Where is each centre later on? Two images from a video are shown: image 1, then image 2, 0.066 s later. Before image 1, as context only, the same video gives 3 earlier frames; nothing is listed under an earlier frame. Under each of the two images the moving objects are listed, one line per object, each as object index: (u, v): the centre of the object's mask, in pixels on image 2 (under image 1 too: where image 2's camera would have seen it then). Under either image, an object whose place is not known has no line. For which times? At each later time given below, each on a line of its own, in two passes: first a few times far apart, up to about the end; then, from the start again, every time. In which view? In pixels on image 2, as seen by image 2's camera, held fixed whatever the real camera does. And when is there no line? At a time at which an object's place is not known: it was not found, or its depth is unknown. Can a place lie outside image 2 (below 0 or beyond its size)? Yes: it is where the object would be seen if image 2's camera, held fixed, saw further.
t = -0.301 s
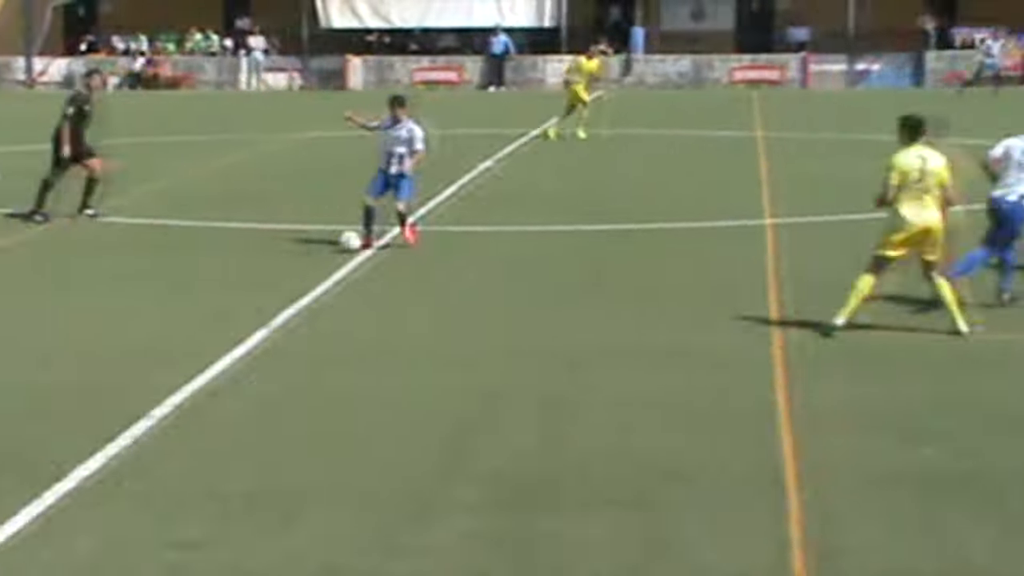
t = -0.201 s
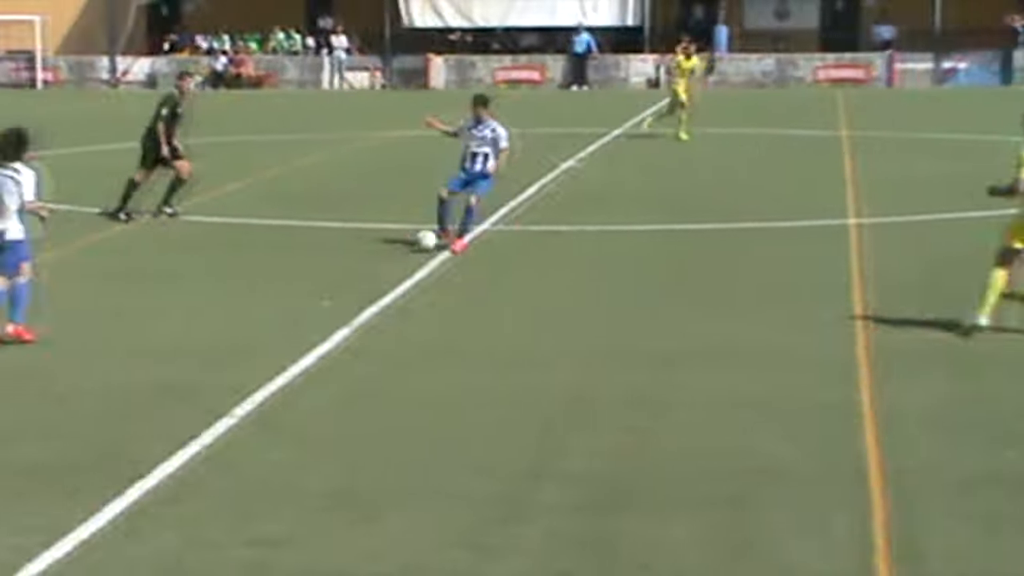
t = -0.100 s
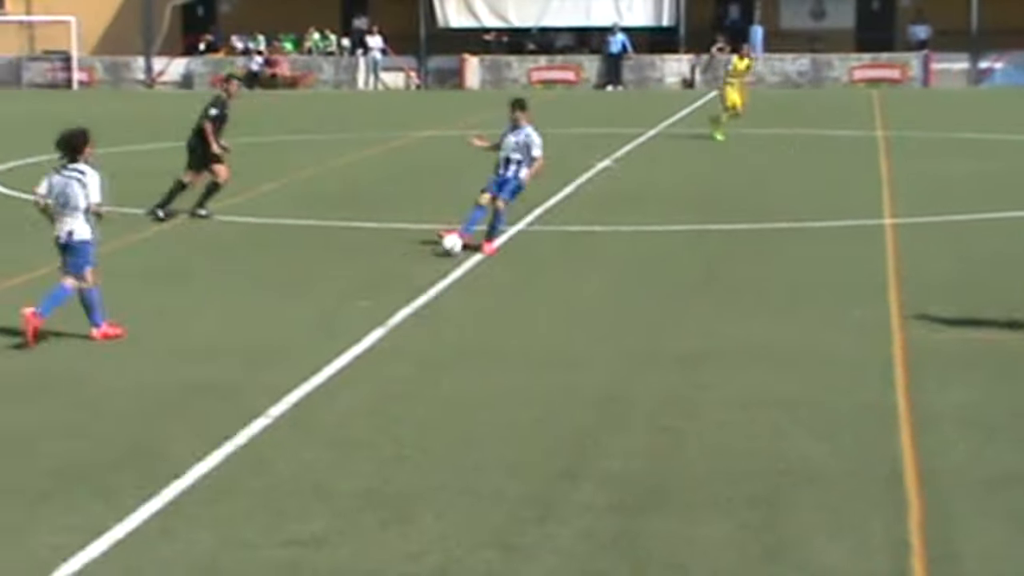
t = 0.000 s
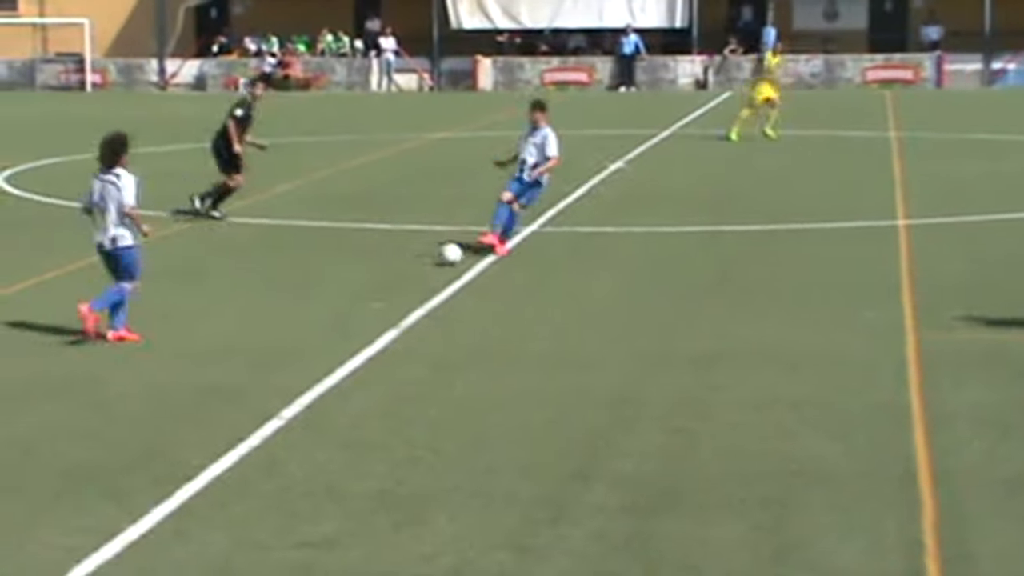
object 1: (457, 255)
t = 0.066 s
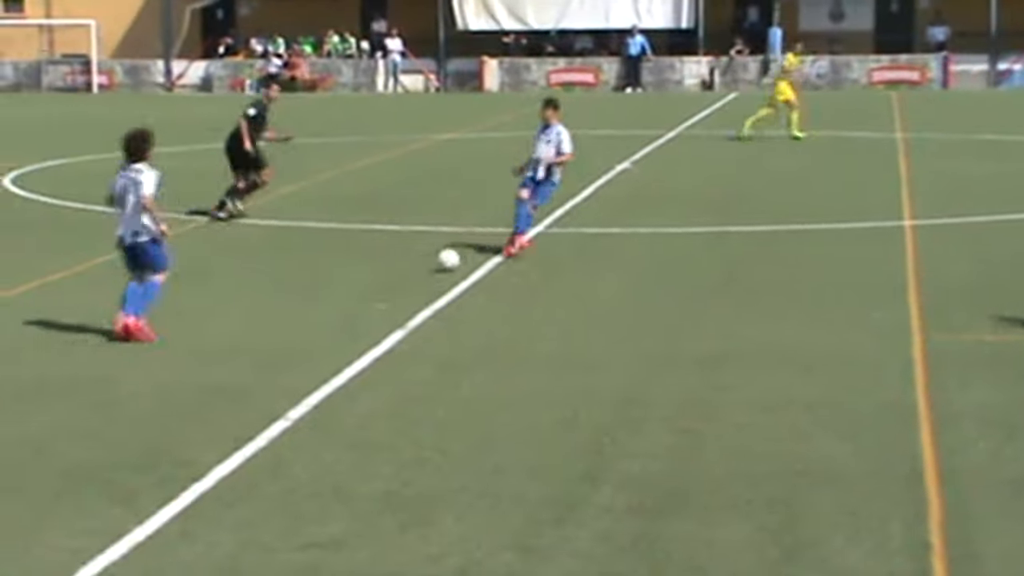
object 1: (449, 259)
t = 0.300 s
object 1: (421, 275)
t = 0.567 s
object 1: (392, 291)
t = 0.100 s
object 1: (446, 261)
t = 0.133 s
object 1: (440, 264)
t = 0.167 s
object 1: (437, 266)
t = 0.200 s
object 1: (433, 268)
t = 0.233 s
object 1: (428, 270)
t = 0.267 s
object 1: (424, 272)
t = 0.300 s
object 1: (421, 275)
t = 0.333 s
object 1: (417, 276)
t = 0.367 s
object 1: (414, 279)
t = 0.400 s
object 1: (410, 281)
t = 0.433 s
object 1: (407, 283)
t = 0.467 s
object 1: (403, 285)
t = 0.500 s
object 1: (399, 287)
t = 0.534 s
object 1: (395, 289)
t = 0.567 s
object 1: (392, 291)
